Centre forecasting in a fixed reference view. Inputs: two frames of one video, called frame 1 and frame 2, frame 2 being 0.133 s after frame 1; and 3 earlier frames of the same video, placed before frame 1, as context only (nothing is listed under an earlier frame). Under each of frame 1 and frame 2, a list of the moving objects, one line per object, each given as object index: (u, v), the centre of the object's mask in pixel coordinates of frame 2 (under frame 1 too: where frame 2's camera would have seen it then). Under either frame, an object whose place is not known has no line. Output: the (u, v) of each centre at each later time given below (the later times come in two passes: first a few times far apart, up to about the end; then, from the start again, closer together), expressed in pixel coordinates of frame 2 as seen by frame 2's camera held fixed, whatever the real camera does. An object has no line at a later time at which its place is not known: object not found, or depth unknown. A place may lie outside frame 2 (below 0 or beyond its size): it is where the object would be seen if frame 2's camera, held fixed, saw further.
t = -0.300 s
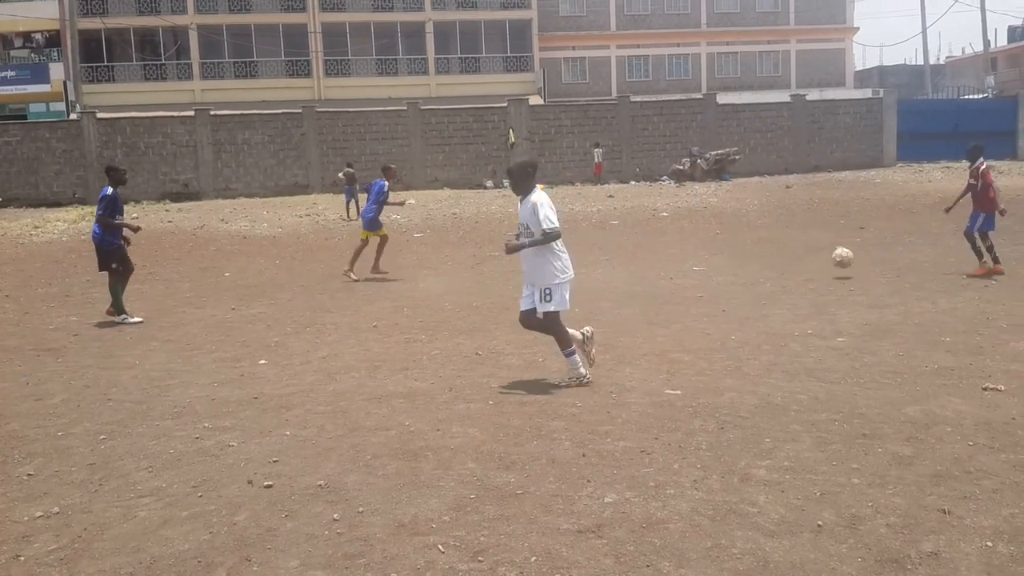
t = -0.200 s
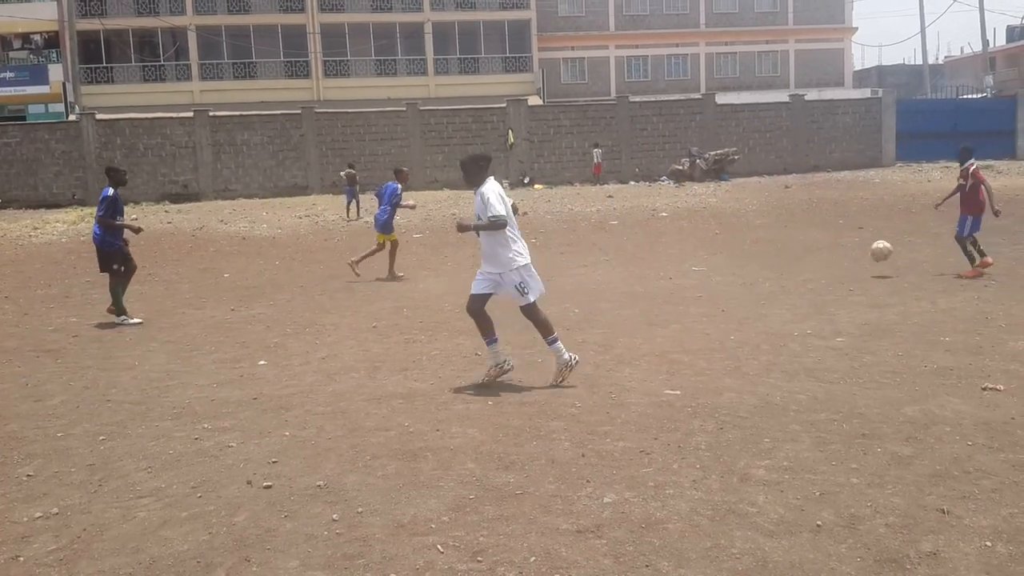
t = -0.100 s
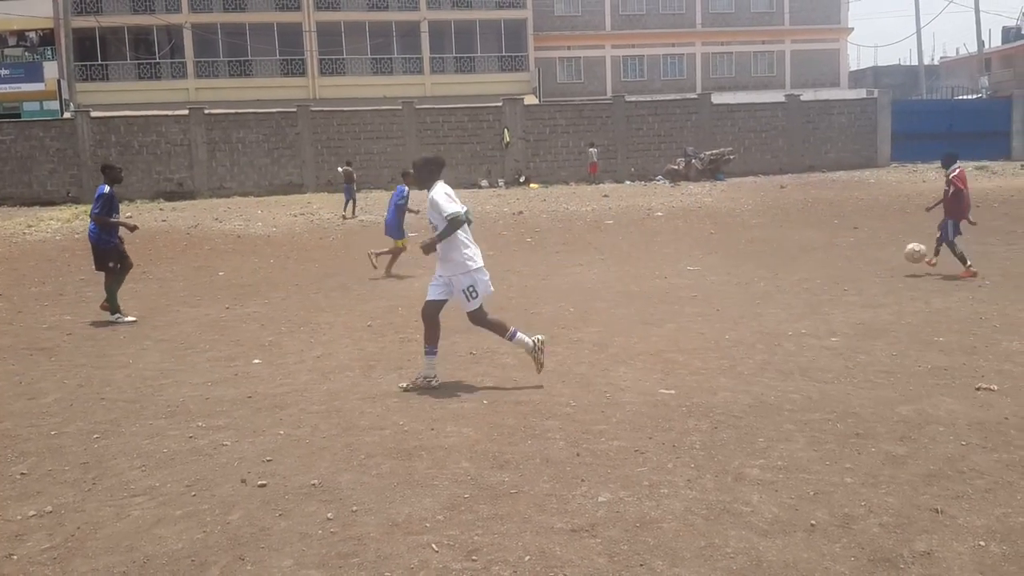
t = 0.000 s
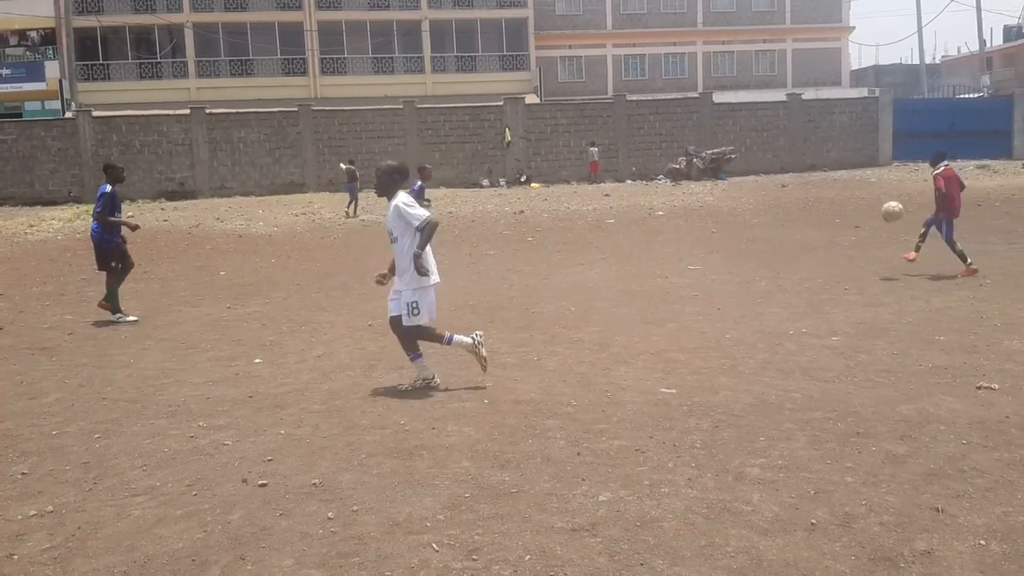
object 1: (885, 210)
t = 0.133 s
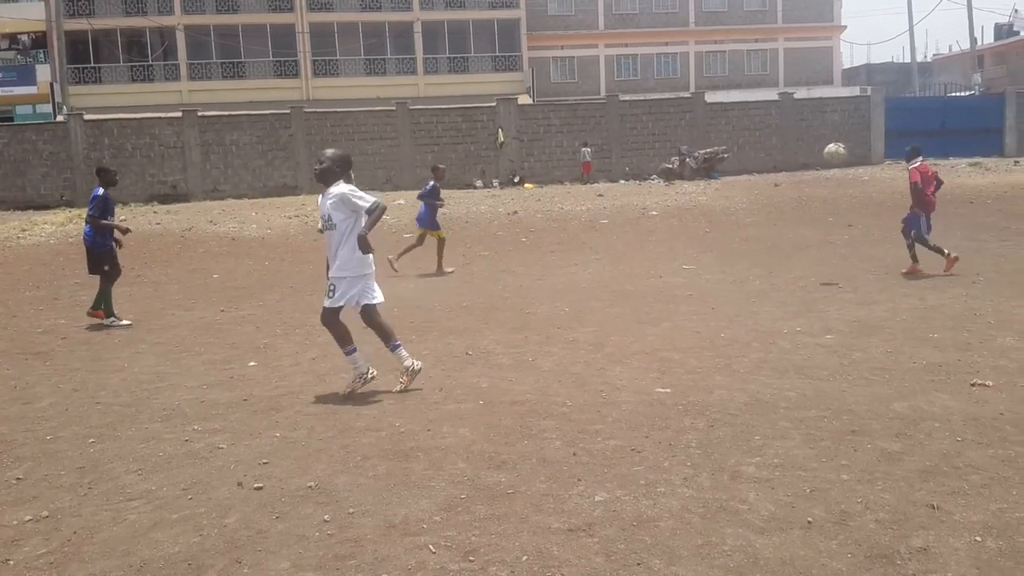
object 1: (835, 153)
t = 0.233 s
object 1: (797, 119)
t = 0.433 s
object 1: (716, 72)
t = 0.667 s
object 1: (618, 69)
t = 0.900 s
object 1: (512, 125)
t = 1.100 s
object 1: (418, 222)
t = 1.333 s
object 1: (329, 285)
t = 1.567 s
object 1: (278, 207)
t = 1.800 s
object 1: (229, 188)
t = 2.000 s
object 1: (190, 225)
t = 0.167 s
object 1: (823, 139)
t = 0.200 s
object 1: (810, 129)
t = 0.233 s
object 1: (797, 119)
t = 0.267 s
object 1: (784, 108)
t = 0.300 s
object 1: (771, 99)
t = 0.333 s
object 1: (757, 92)
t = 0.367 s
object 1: (744, 86)
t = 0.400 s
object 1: (731, 80)
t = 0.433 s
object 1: (716, 72)
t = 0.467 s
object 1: (702, 69)
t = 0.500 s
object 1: (689, 68)
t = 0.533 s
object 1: (675, 66)
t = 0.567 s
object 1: (660, 67)
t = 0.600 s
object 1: (646, 67)
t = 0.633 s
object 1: (632, 68)
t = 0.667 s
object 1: (618, 69)
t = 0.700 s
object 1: (603, 74)
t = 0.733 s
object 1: (588, 79)
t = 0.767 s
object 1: (573, 87)
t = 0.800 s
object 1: (558, 94)
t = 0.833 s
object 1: (543, 104)
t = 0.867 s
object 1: (528, 113)
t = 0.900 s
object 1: (512, 125)
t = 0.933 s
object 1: (497, 138)
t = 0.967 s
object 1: (482, 151)
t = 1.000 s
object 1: (466, 168)
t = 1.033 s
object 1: (449, 185)
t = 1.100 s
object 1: (418, 222)
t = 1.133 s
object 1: (402, 243)
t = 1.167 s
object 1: (386, 266)
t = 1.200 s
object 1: (369, 289)
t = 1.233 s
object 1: (353, 315)
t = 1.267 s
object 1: (343, 318)
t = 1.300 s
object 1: (335, 300)
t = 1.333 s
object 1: (329, 285)
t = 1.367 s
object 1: (321, 271)
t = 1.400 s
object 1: (314, 257)
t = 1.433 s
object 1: (307, 245)
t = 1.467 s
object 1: (300, 233)
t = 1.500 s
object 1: (293, 223)
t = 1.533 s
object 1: (285, 215)
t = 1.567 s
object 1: (278, 207)
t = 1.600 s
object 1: (271, 200)
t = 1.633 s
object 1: (265, 195)
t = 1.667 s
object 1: (257, 191)
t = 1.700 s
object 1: (250, 189)
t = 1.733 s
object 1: (244, 187)
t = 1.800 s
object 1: (229, 188)
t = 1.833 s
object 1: (222, 190)
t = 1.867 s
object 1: (216, 194)
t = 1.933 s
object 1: (202, 207)
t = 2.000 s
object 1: (190, 225)
